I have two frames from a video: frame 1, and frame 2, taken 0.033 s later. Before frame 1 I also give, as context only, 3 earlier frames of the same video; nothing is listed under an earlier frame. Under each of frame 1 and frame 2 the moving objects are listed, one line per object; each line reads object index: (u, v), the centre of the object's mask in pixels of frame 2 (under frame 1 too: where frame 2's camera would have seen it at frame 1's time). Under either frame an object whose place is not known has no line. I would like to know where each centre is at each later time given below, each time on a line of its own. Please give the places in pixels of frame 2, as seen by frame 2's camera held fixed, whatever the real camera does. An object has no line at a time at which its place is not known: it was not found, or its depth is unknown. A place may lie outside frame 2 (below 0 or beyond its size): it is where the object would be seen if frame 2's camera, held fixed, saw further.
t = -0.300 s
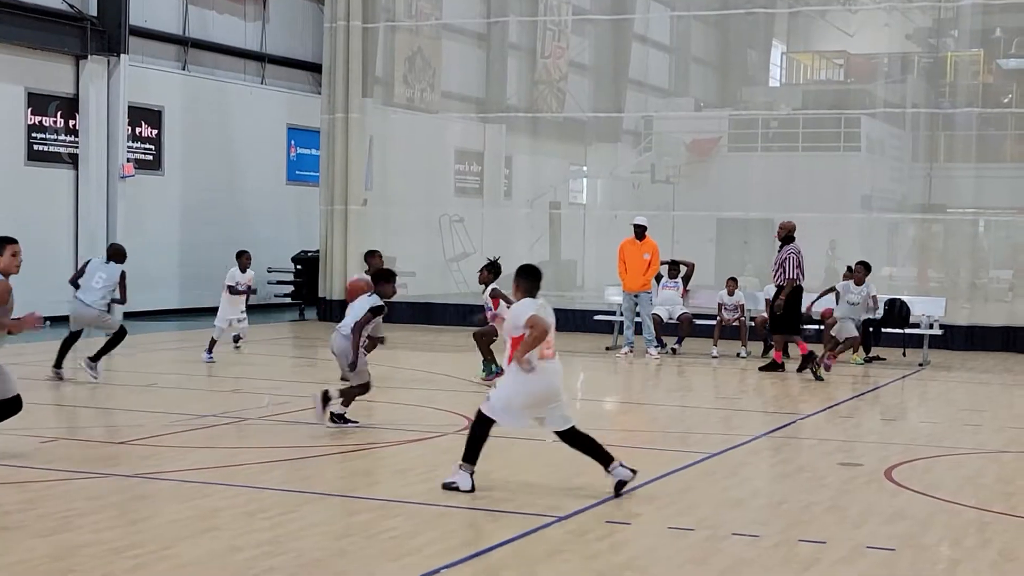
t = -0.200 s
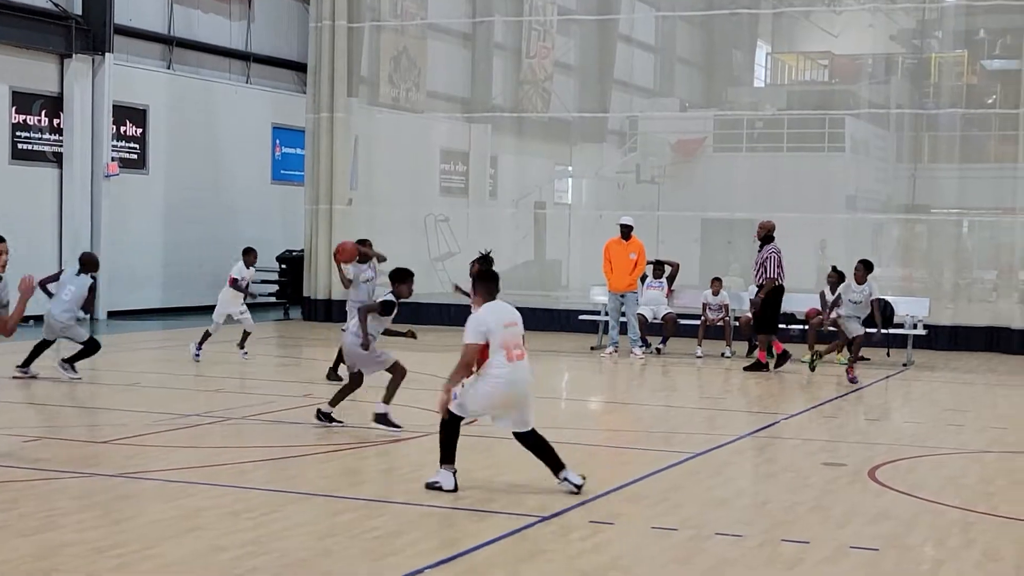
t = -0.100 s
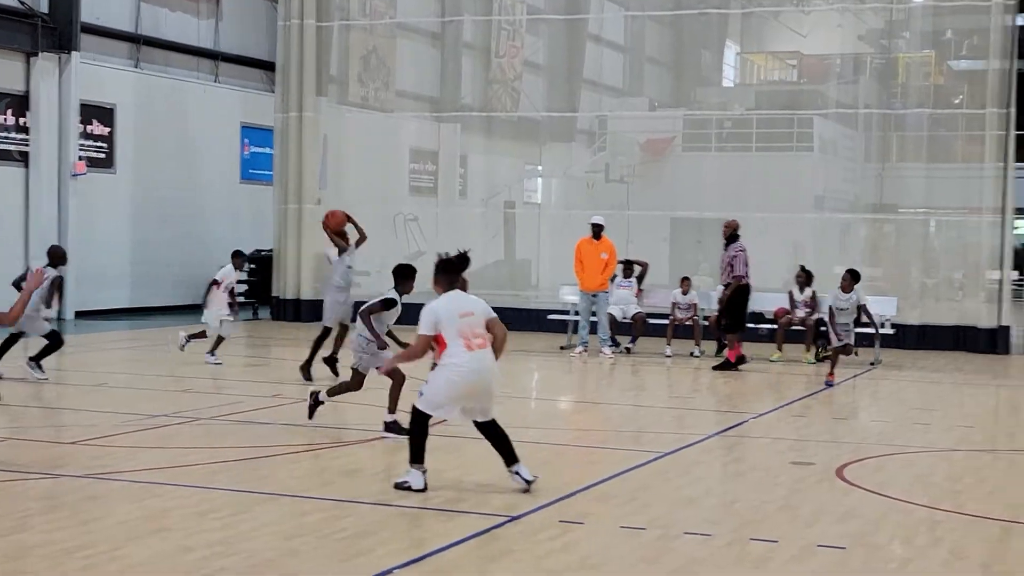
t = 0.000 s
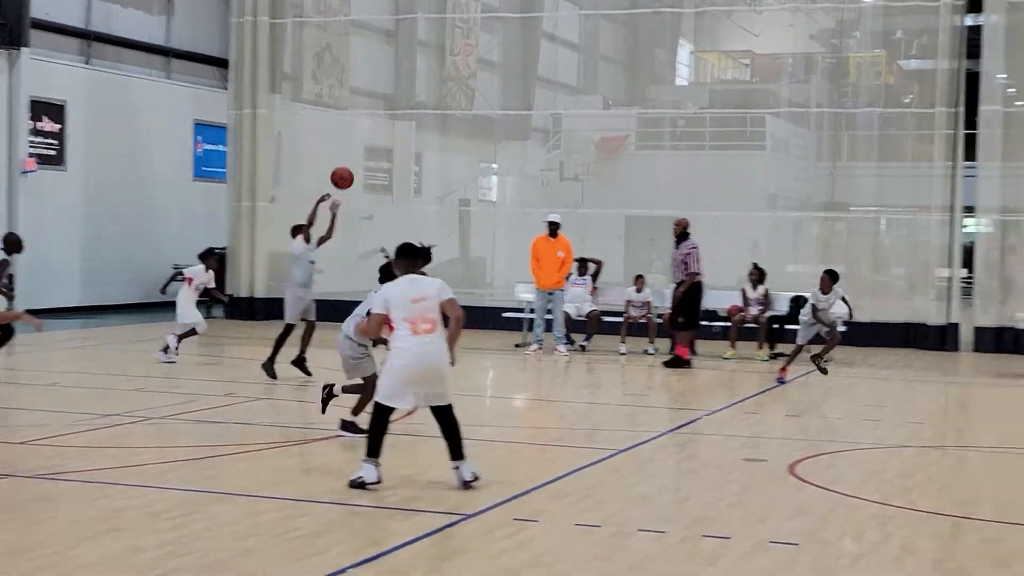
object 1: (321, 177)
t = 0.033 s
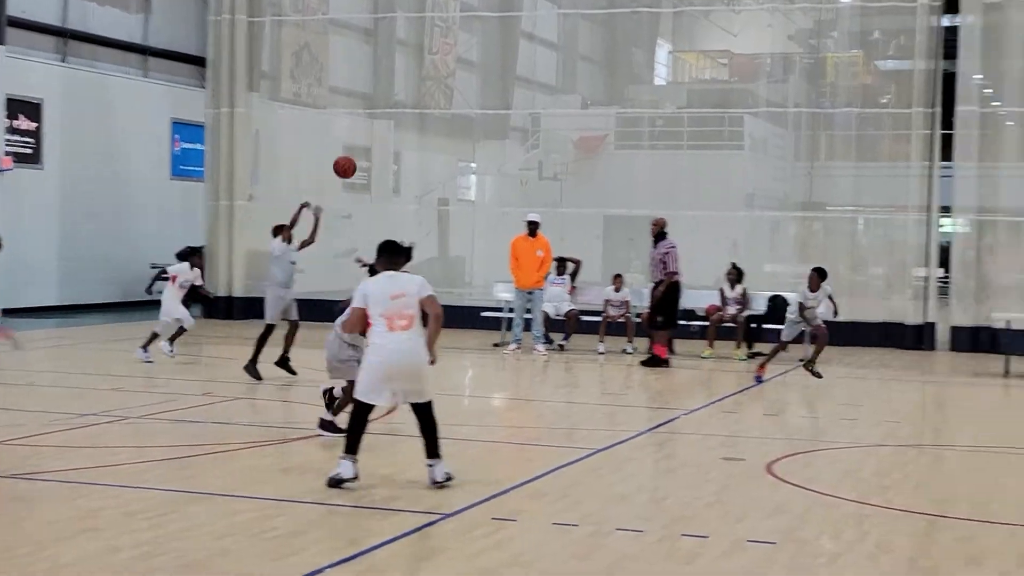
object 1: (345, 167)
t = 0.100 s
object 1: (387, 150)
